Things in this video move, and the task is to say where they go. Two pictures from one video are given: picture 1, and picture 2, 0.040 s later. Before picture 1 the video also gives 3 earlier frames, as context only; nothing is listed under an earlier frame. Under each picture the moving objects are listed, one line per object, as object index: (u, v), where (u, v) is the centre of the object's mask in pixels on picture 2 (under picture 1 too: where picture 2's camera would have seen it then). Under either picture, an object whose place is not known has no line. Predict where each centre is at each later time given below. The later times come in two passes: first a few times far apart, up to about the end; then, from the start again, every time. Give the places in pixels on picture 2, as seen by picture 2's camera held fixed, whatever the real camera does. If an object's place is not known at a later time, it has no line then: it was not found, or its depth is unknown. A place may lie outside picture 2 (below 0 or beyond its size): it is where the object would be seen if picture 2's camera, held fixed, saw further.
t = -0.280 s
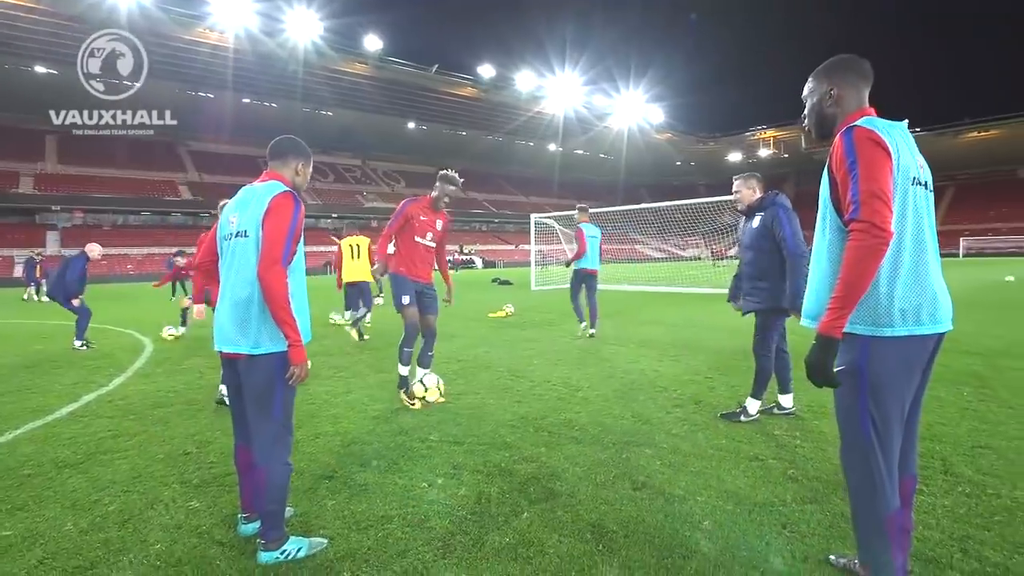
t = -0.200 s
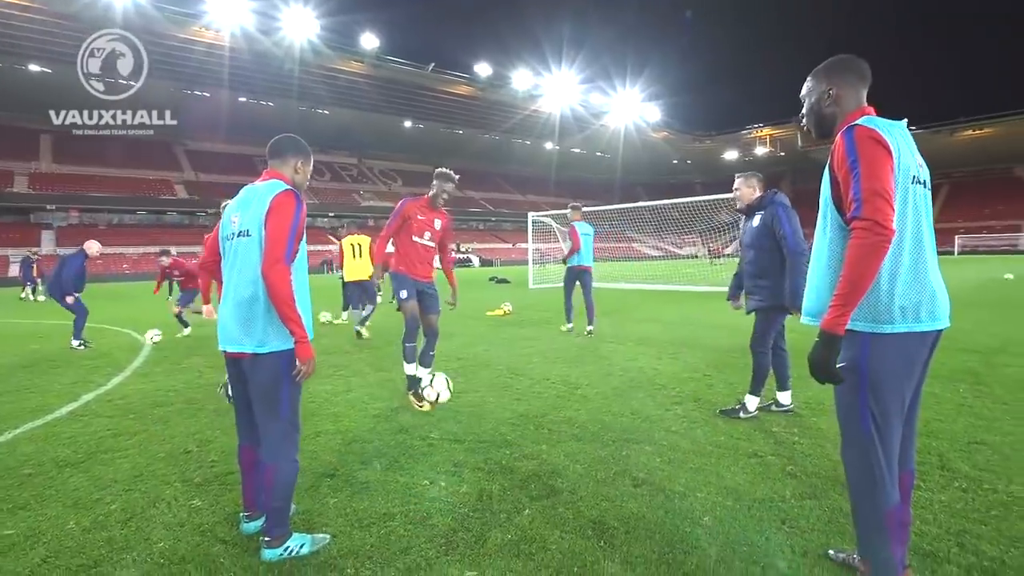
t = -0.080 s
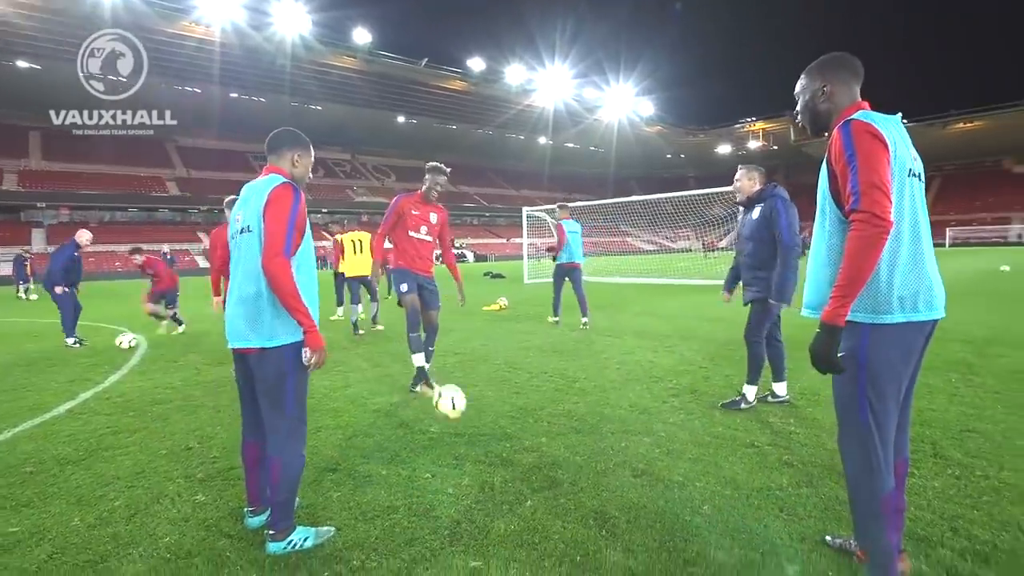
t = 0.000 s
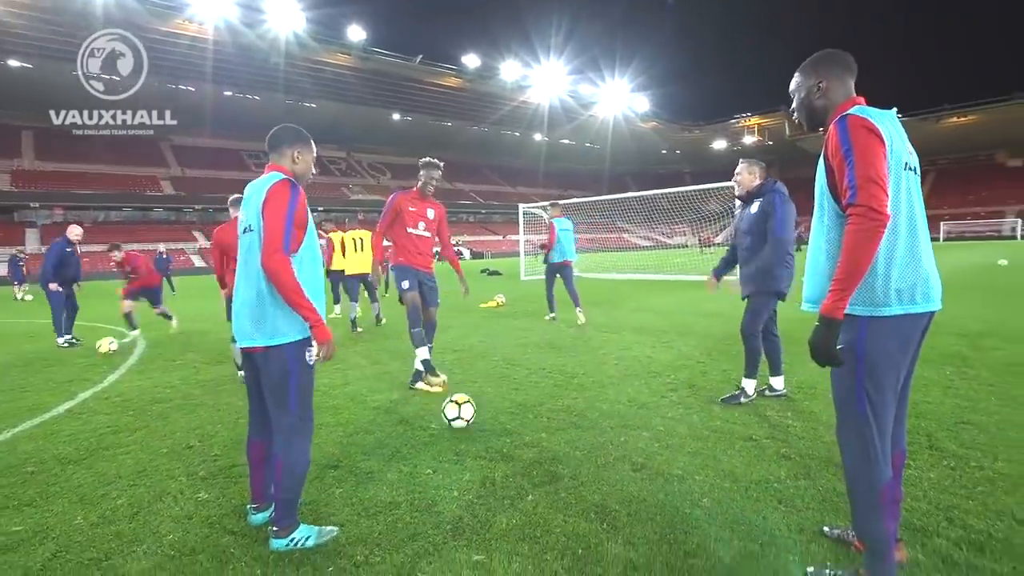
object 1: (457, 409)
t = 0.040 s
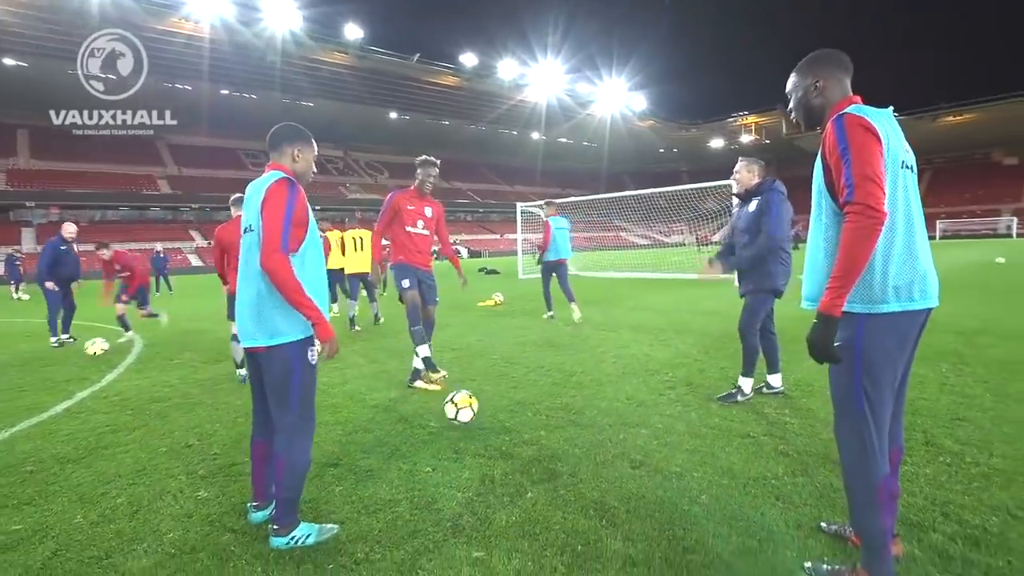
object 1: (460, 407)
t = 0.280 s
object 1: (482, 421)
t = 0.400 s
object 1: (492, 427)
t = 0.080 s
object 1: (464, 407)
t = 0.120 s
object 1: (467, 410)
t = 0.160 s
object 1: (471, 415)
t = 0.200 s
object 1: (475, 420)
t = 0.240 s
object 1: (479, 420)
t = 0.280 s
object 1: (482, 421)
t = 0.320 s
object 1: (486, 424)
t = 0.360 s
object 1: (489, 426)
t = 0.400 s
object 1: (492, 427)
